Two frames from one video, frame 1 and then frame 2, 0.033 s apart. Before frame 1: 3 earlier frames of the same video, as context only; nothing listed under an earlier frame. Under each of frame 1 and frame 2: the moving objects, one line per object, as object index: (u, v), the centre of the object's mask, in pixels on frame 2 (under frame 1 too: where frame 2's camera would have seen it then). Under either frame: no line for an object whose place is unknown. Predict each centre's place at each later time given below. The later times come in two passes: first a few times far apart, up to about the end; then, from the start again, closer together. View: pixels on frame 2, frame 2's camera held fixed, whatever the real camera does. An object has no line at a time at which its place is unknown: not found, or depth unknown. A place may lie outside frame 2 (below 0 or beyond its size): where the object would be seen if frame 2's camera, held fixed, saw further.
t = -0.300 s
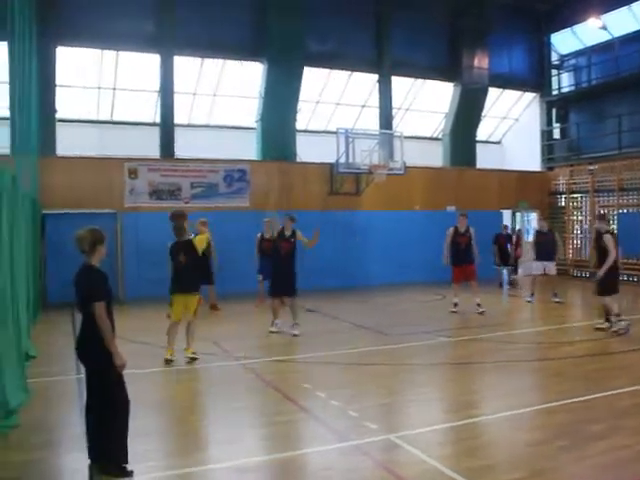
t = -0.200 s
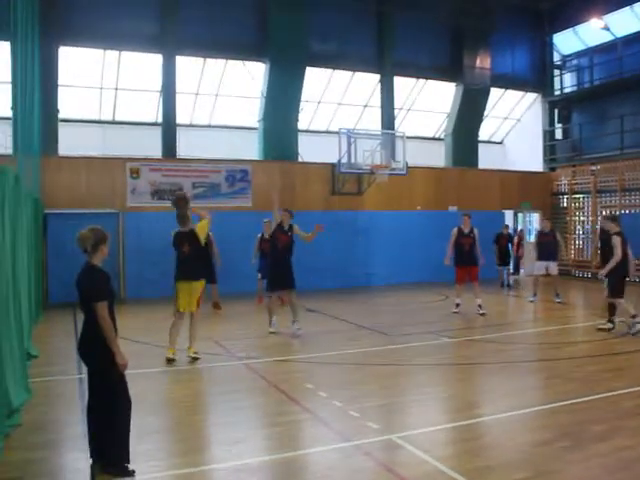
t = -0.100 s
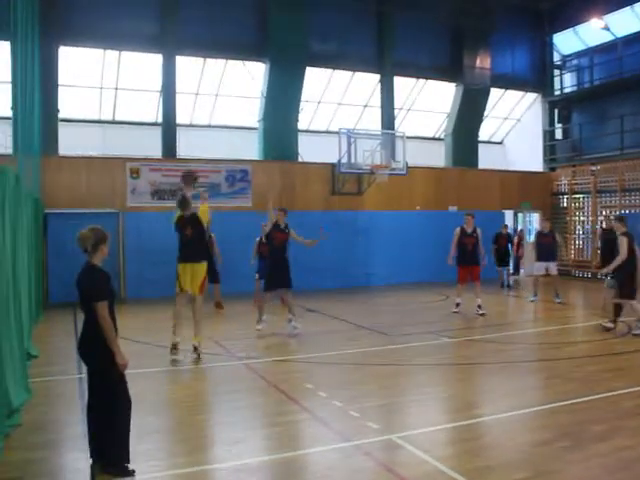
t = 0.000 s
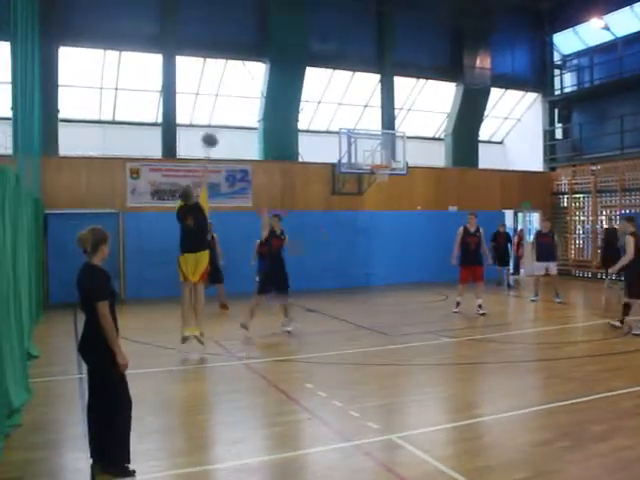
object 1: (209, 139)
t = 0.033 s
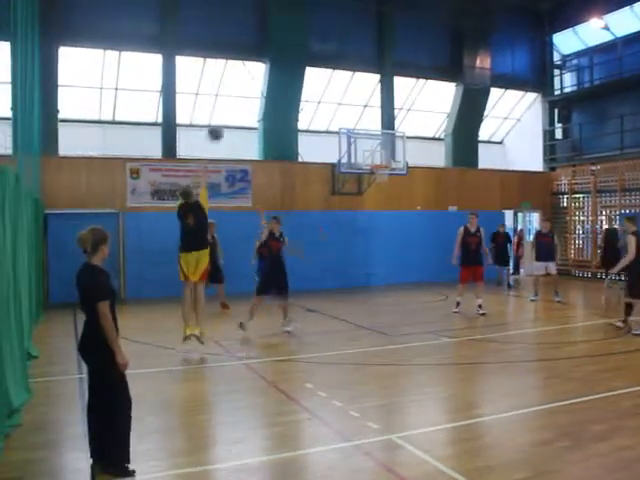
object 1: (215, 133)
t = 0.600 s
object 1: (324, 81)
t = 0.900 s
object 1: (361, 120)
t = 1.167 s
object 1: (378, 169)
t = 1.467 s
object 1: (374, 172)
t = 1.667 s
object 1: (370, 196)
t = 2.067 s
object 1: (364, 296)
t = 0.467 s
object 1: (306, 75)
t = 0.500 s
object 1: (310, 76)
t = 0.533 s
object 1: (313, 76)
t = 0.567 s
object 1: (318, 78)
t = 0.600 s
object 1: (324, 81)
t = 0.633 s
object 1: (327, 83)
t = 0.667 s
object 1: (331, 86)
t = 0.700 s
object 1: (337, 91)
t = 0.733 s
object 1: (340, 93)
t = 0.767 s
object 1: (344, 98)
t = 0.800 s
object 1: (349, 103)
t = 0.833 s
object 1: (352, 107)
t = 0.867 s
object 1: (356, 113)
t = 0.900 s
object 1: (361, 120)
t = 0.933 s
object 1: (363, 123)
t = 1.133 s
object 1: (383, 163)
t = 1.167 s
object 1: (378, 169)
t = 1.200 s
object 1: (375, 169)
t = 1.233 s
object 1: (375, 169)
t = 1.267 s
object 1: (375, 169)
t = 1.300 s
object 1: (375, 169)
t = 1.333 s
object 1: (375, 169)
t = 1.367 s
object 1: (374, 169)
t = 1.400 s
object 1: (375, 168)
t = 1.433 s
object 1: (374, 172)
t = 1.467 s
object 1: (374, 172)
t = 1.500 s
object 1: (374, 173)
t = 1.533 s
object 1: (374, 174)
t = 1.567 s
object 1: (372, 177)
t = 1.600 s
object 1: (371, 185)
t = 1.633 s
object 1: (370, 191)
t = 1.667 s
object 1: (370, 196)
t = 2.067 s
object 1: (364, 296)
